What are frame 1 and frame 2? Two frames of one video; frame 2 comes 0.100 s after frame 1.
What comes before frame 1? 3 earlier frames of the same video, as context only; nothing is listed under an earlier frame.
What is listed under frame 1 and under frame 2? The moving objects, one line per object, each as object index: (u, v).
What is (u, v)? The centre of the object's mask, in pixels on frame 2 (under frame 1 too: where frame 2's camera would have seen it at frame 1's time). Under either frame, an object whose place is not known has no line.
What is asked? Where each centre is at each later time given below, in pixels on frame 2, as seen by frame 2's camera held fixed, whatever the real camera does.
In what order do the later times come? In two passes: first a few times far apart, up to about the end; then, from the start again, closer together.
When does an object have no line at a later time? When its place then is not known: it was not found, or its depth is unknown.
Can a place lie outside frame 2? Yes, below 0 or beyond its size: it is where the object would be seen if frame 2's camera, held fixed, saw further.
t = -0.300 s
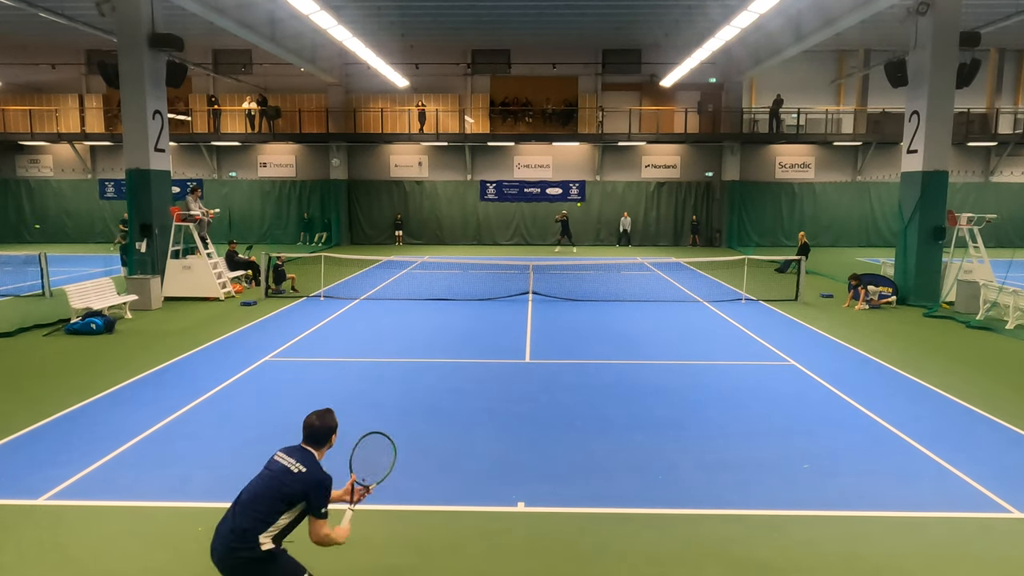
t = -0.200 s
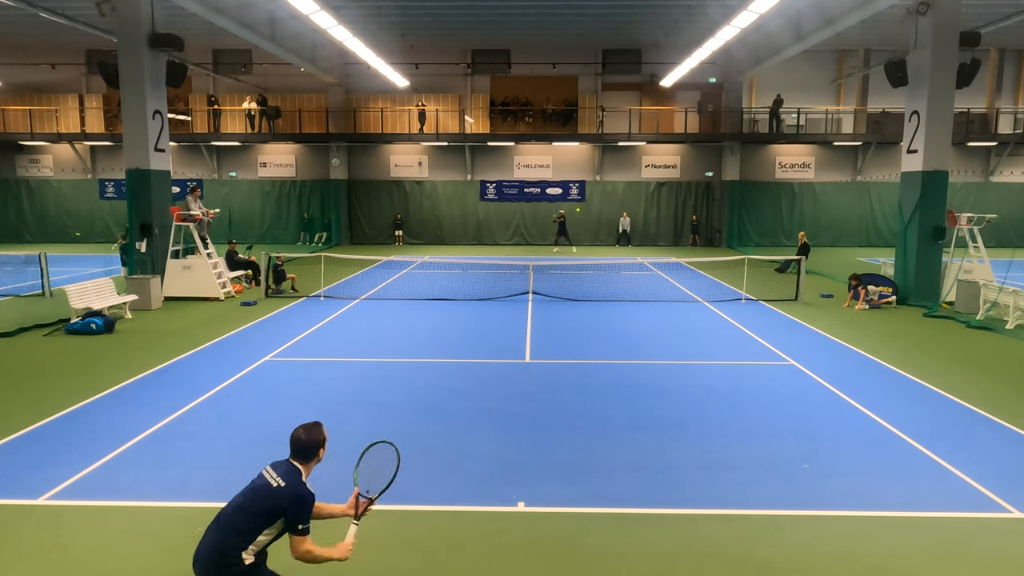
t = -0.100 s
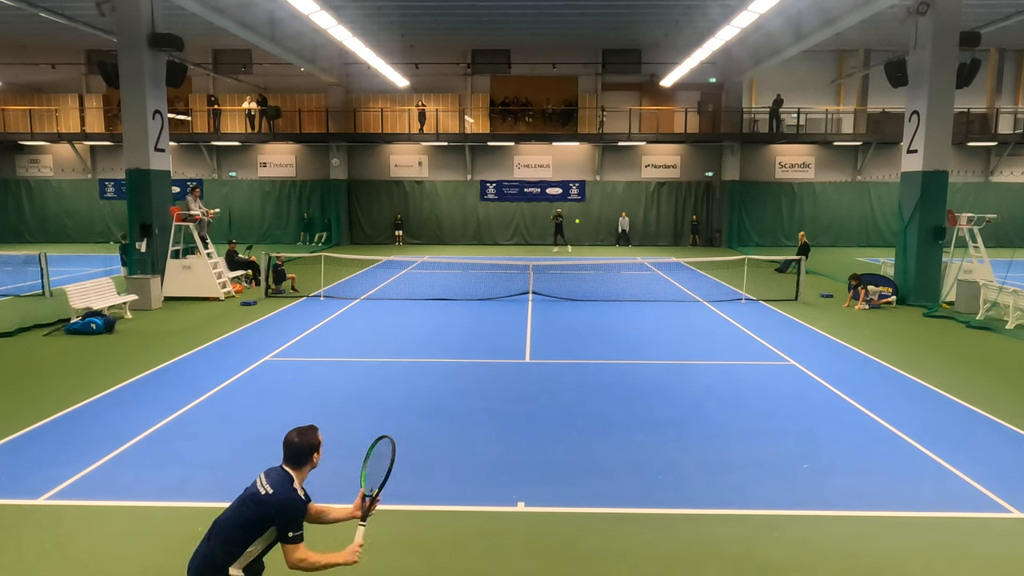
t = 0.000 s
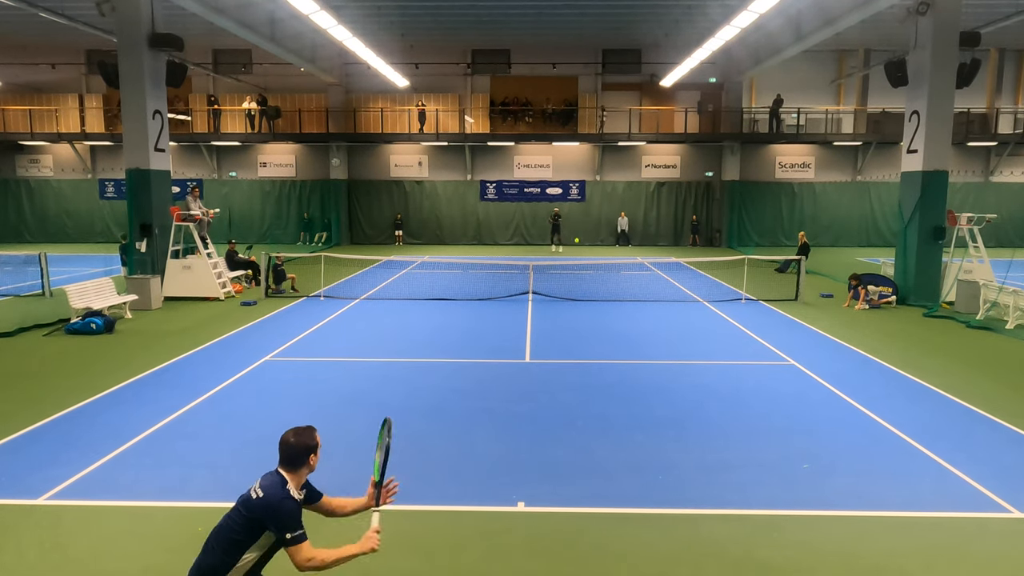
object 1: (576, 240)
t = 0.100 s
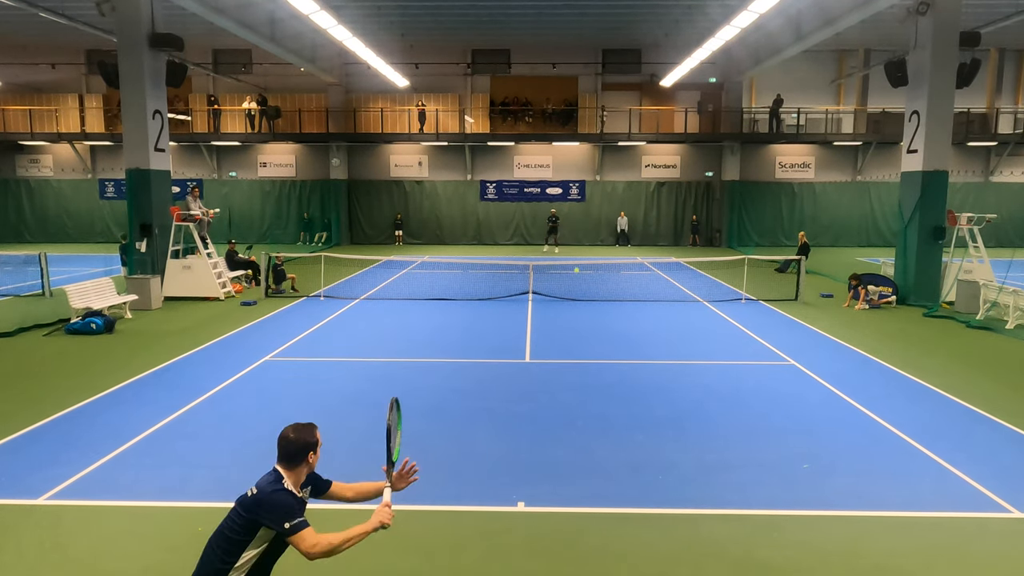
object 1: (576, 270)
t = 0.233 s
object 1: (576, 333)
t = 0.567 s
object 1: (569, 364)
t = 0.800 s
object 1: (556, 394)
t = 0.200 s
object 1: (576, 314)
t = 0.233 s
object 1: (576, 333)
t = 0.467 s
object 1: (573, 373)
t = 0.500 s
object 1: (572, 369)
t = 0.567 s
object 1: (569, 364)
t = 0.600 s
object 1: (568, 364)
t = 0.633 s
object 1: (567, 365)
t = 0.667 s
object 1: (565, 367)
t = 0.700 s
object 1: (563, 370)
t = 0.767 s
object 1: (559, 384)
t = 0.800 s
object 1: (556, 394)
